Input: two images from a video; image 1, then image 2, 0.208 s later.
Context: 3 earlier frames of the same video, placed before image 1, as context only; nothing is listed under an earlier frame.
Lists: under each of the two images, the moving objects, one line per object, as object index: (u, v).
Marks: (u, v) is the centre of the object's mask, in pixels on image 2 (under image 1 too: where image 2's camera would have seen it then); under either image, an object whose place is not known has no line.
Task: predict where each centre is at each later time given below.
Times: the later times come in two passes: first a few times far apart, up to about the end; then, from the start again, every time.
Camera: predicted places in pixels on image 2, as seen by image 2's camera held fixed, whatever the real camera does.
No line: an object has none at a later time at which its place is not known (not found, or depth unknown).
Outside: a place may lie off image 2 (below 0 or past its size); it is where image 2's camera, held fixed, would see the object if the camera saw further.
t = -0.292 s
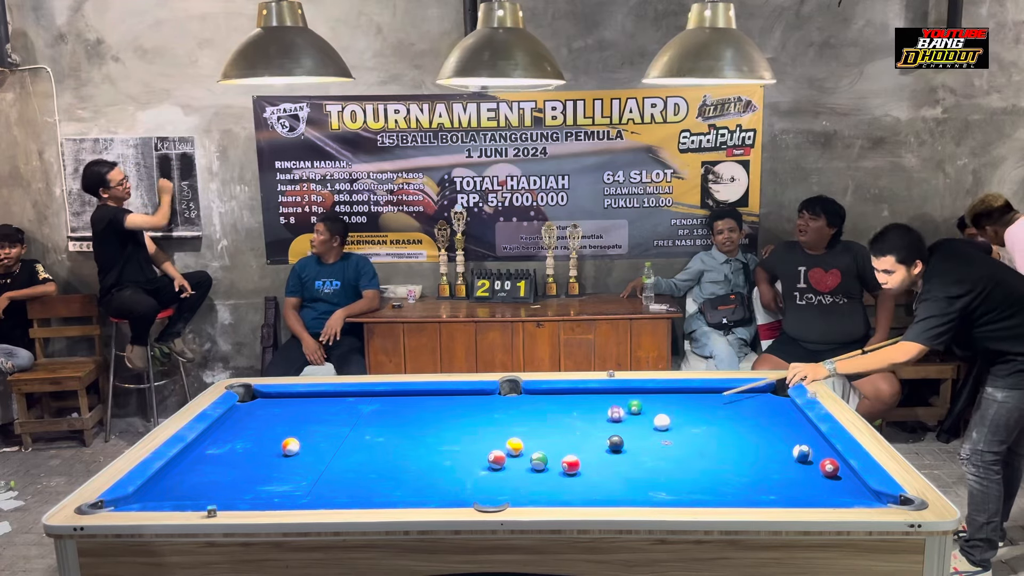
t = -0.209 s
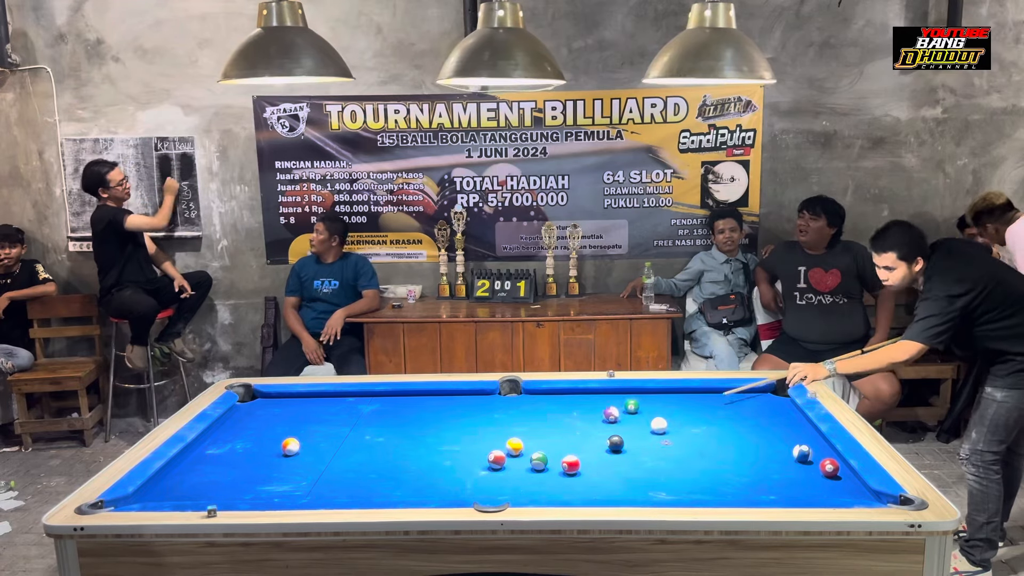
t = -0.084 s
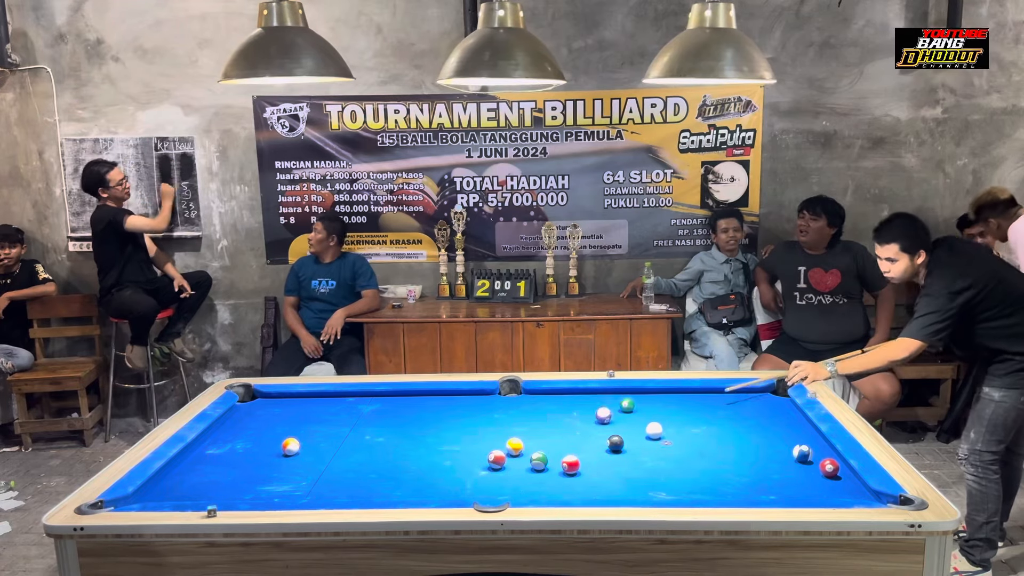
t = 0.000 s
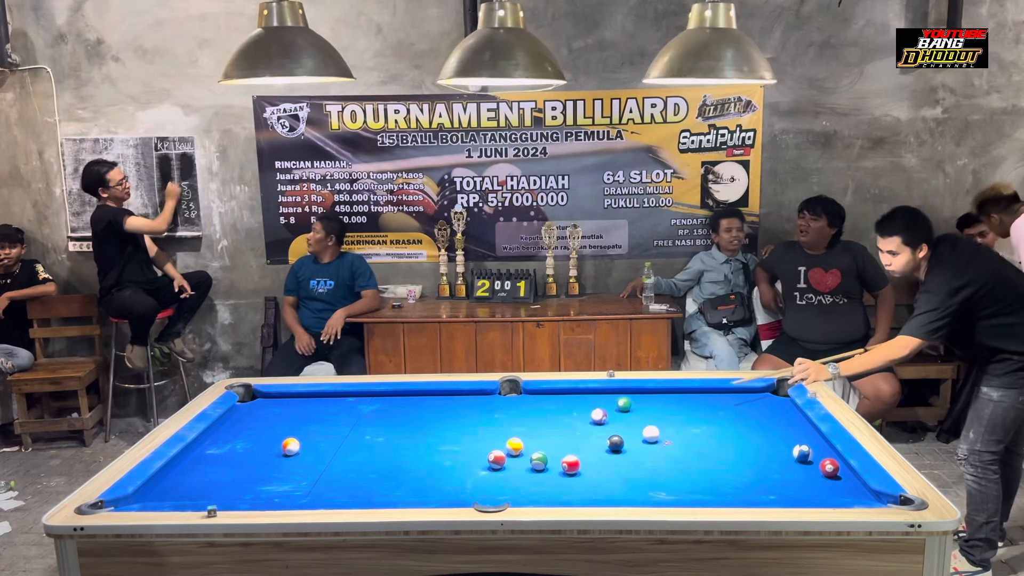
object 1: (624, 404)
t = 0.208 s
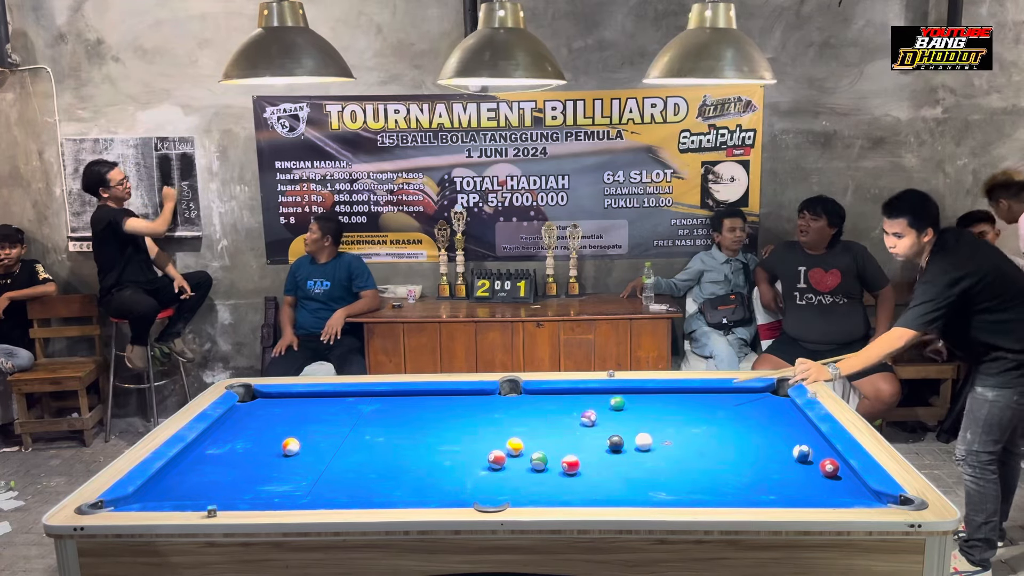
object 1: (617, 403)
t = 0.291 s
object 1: (615, 403)
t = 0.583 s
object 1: (607, 401)
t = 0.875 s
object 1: (601, 399)
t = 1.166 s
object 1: (596, 398)
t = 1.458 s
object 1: (593, 398)
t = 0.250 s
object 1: (616, 403)
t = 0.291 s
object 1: (615, 403)
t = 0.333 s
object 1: (613, 402)
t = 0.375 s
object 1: (612, 402)
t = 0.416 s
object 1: (611, 402)
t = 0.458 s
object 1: (610, 402)
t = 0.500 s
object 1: (609, 401)
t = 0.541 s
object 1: (609, 401)
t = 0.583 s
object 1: (607, 401)
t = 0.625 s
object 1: (606, 400)
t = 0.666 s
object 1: (605, 400)
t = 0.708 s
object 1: (605, 400)
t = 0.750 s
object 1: (604, 400)
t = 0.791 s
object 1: (603, 400)
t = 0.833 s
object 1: (602, 400)
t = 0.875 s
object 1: (601, 399)
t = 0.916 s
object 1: (600, 399)
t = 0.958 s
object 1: (599, 399)
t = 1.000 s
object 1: (598, 399)
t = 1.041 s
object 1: (598, 399)
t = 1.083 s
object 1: (597, 399)
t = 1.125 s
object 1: (597, 399)
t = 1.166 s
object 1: (596, 398)
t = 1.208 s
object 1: (595, 399)
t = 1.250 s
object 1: (595, 398)
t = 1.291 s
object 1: (594, 398)
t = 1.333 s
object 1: (594, 398)
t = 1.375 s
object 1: (593, 398)
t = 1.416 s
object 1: (593, 398)
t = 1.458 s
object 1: (593, 398)
